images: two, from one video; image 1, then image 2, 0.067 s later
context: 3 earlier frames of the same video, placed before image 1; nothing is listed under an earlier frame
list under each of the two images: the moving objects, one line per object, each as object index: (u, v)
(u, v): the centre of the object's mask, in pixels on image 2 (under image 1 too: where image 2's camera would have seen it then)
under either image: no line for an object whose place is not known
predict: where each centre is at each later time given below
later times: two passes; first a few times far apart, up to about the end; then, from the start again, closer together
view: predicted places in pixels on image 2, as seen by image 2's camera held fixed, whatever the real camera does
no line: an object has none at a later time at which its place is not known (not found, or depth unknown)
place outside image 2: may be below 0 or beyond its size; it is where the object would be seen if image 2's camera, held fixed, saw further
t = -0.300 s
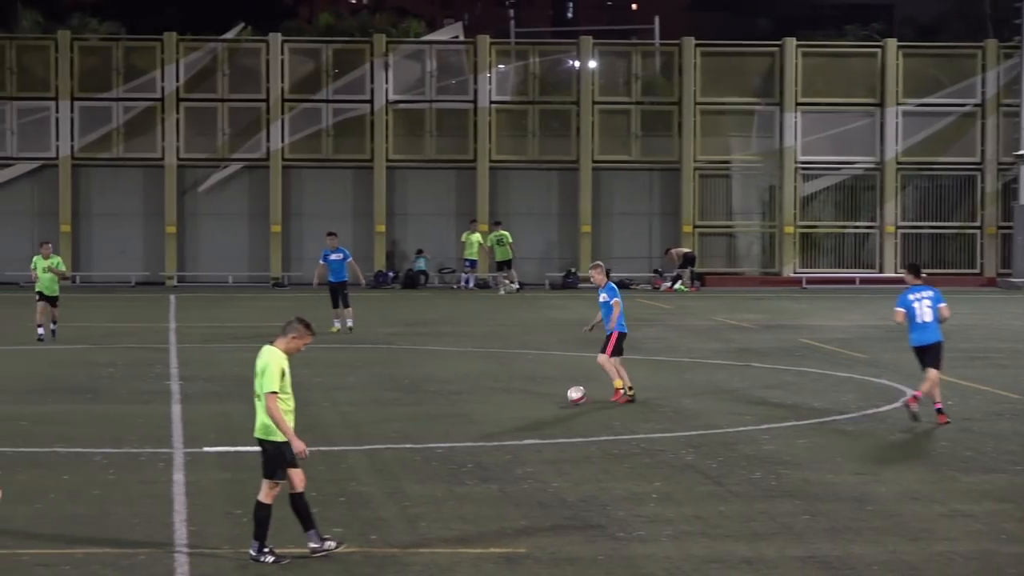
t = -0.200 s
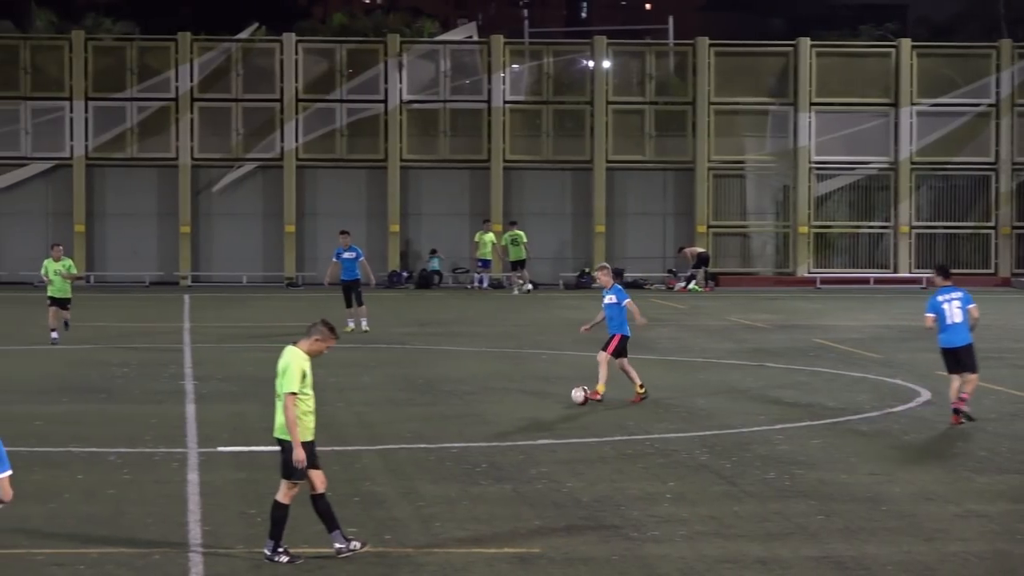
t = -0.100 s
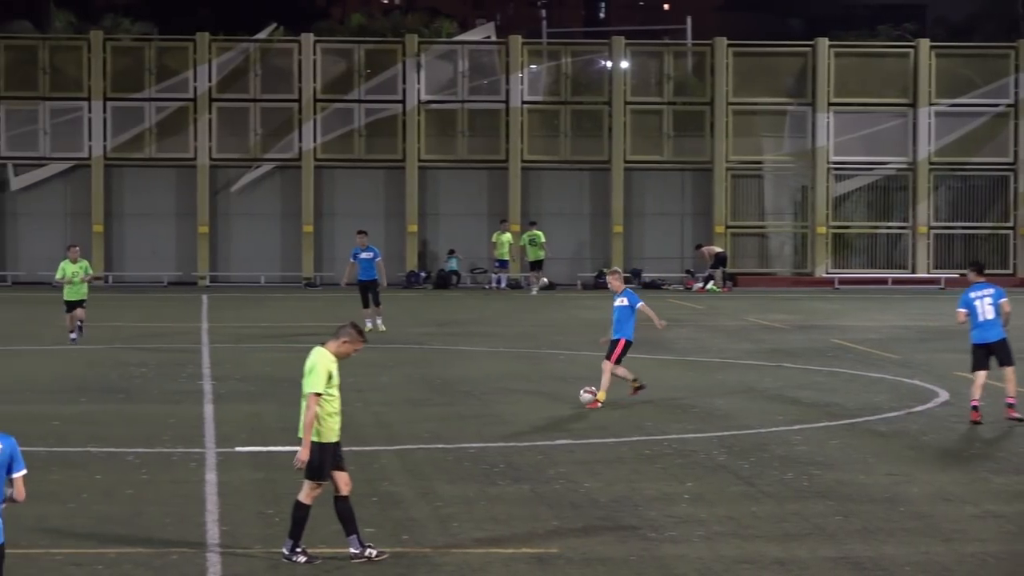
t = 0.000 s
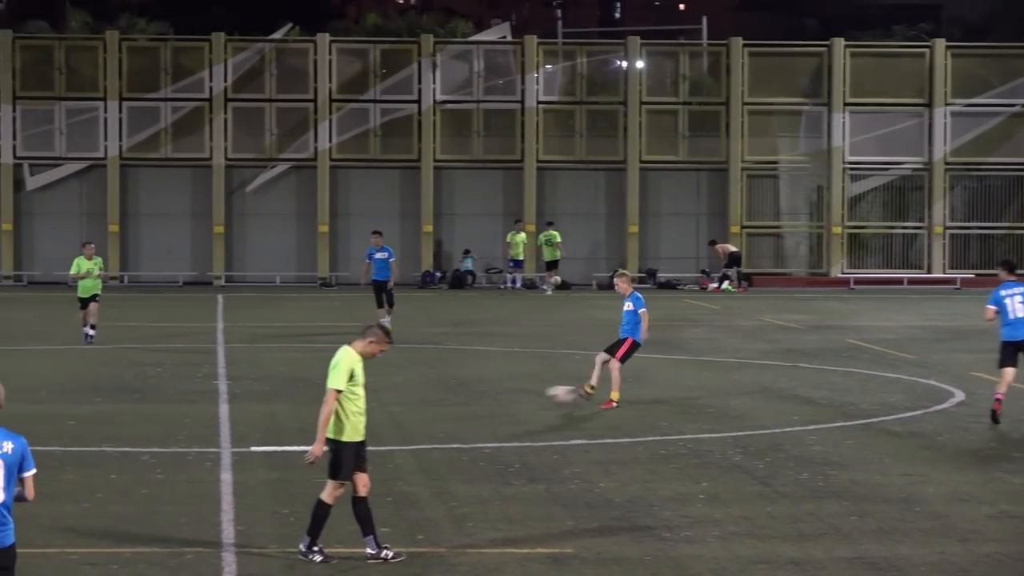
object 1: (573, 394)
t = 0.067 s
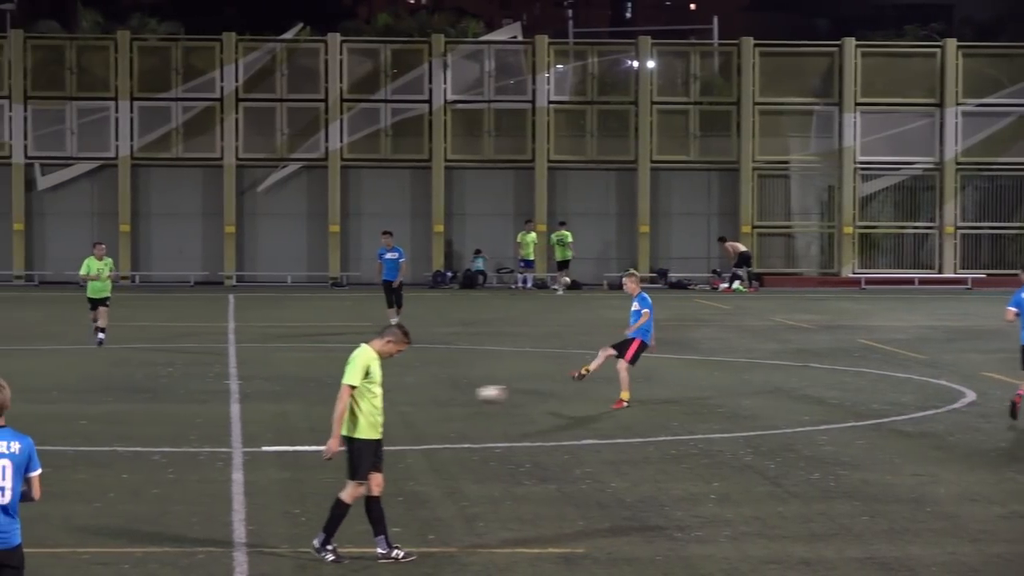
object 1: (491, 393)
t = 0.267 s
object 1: (244, 407)
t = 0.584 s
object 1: (-109, 417)
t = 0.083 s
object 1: (471, 394)
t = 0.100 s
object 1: (450, 394)
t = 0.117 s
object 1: (430, 395)
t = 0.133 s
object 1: (410, 396)
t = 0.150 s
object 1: (397, 395)
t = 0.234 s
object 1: (282, 406)
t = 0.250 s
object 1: (261, 409)
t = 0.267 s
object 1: (244, 407)
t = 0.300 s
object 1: (204, 406)
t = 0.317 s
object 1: (185, 406)
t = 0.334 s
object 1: (168, 406)
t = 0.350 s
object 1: (149, 405)
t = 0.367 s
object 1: (130, 406)
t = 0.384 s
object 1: (110, 406)
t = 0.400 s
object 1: (91, 407)
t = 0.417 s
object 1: (72, 409)
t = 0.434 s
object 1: (53, 411)
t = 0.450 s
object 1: (33, 413)
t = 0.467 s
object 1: (14, 416)
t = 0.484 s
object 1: (-6, 419)
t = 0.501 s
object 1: (-24, 418)
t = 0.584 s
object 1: (-109, 417)
